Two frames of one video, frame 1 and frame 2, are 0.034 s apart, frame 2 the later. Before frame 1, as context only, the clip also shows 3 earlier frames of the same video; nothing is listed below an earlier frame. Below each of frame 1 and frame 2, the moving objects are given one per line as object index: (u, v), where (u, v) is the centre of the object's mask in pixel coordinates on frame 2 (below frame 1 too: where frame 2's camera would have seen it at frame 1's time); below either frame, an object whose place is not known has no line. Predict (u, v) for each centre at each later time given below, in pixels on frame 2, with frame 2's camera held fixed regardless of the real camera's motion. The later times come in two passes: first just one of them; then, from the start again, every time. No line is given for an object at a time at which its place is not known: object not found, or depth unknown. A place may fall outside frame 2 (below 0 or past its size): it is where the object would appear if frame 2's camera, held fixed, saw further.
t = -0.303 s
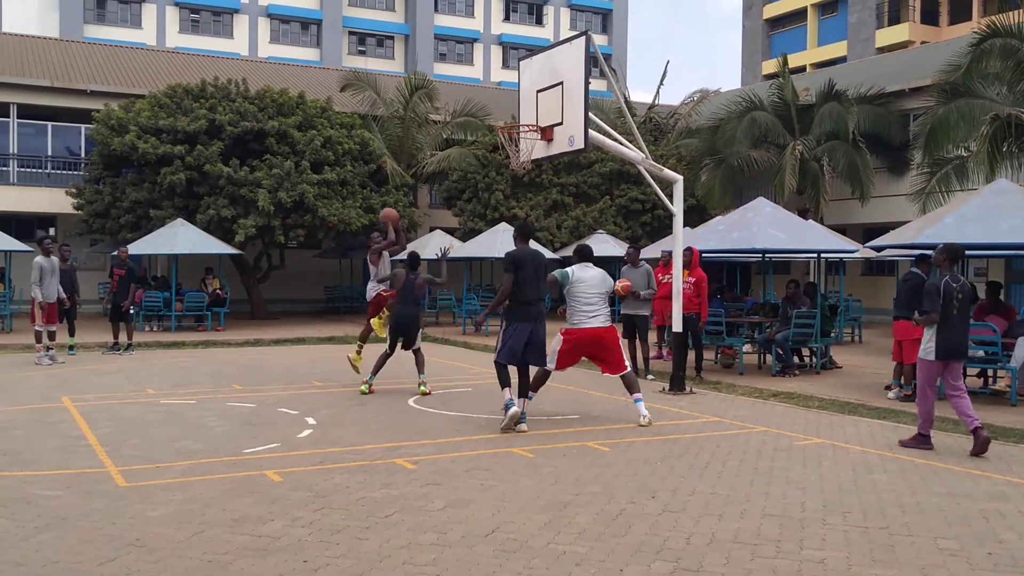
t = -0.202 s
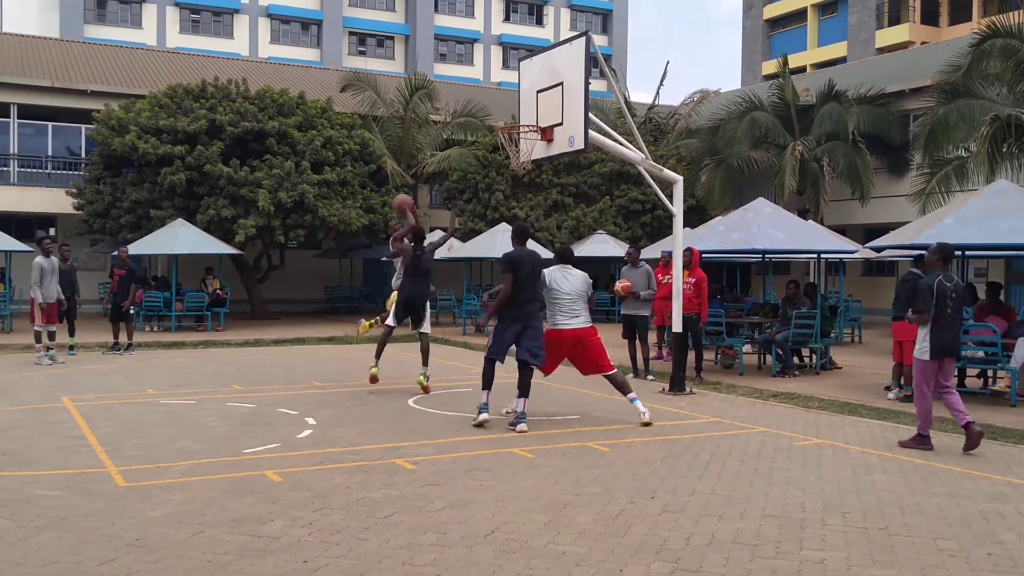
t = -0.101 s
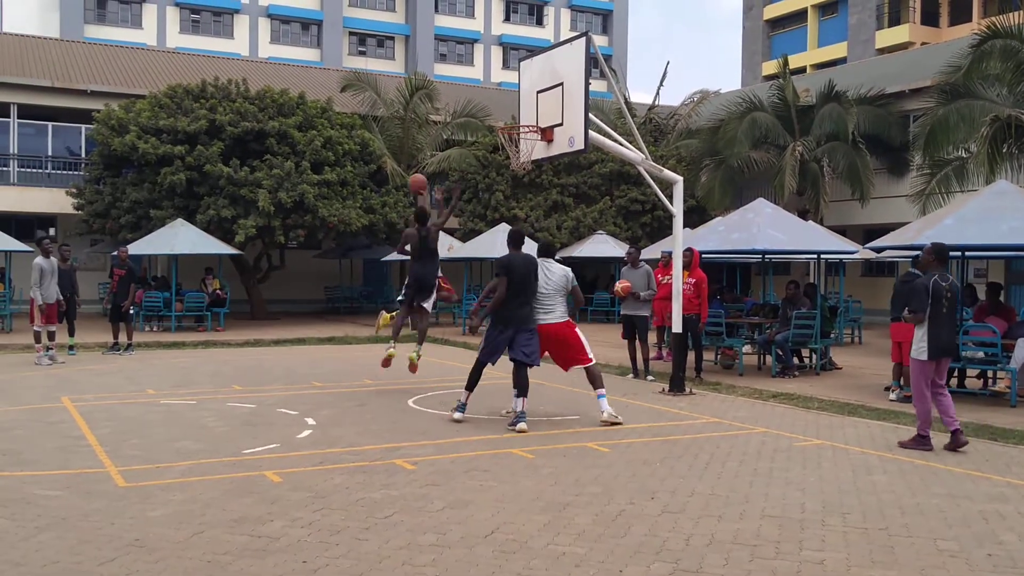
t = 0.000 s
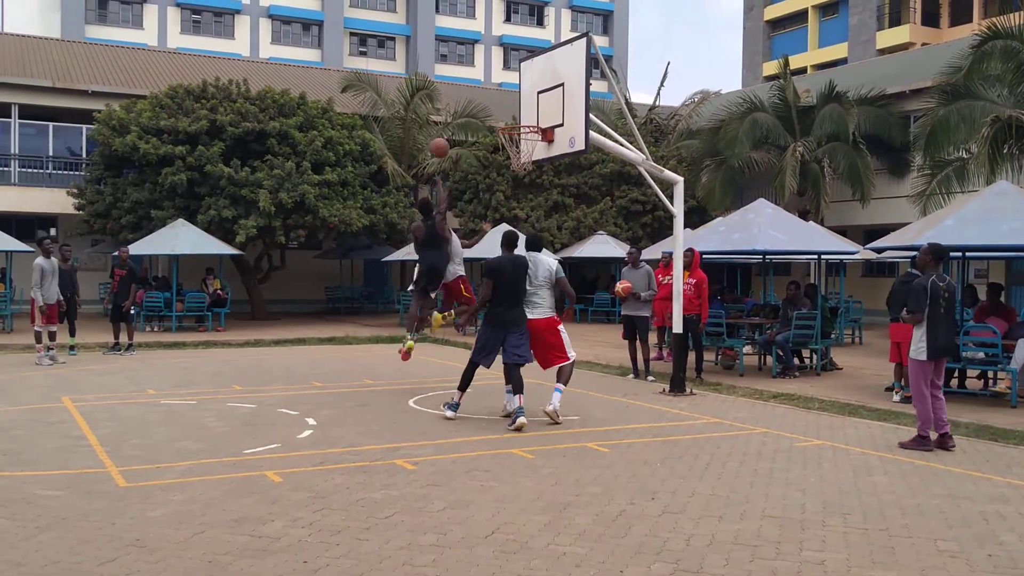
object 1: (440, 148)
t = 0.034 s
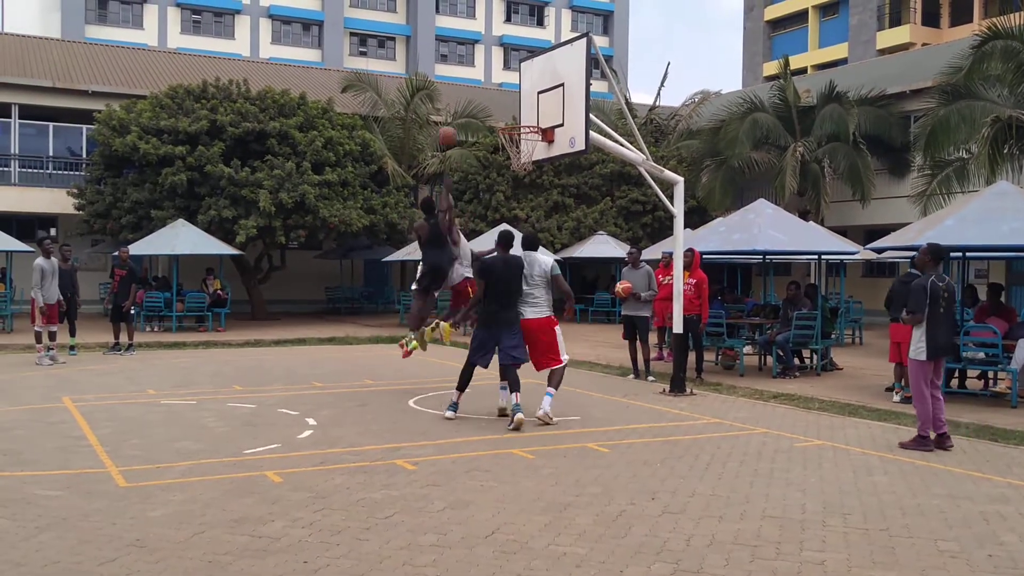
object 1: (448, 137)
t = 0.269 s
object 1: (499, 77)
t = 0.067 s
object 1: (454, 126)
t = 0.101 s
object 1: (462, 116)
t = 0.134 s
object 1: (468, 106)
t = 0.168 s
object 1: (476, 98)
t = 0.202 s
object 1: (484, 90)
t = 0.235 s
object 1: (491, 83)
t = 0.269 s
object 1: (499, 77)
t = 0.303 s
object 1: (506, 72)
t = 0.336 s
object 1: (514, 68)
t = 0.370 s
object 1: (522, 65)
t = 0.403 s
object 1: (530, 63)
